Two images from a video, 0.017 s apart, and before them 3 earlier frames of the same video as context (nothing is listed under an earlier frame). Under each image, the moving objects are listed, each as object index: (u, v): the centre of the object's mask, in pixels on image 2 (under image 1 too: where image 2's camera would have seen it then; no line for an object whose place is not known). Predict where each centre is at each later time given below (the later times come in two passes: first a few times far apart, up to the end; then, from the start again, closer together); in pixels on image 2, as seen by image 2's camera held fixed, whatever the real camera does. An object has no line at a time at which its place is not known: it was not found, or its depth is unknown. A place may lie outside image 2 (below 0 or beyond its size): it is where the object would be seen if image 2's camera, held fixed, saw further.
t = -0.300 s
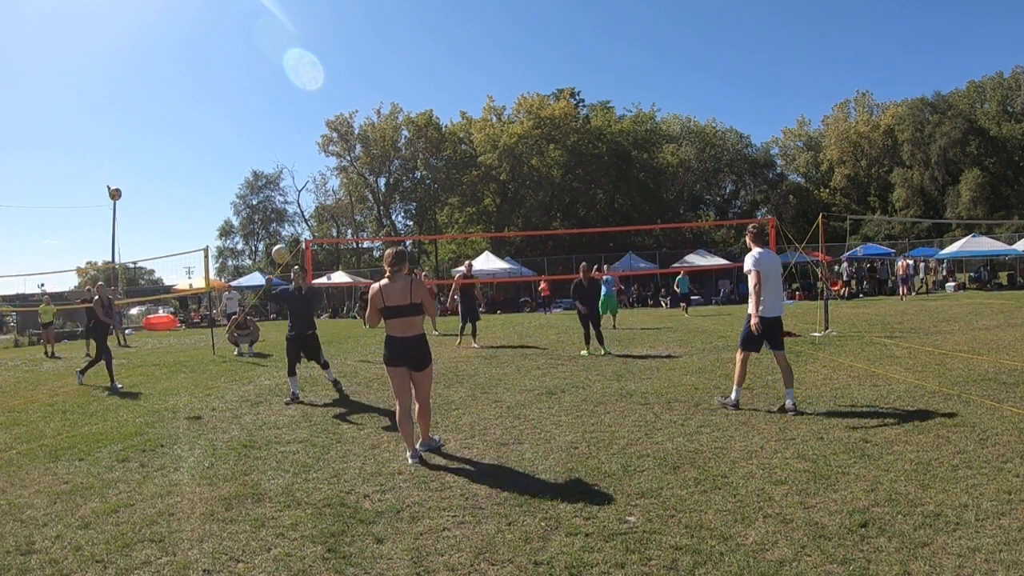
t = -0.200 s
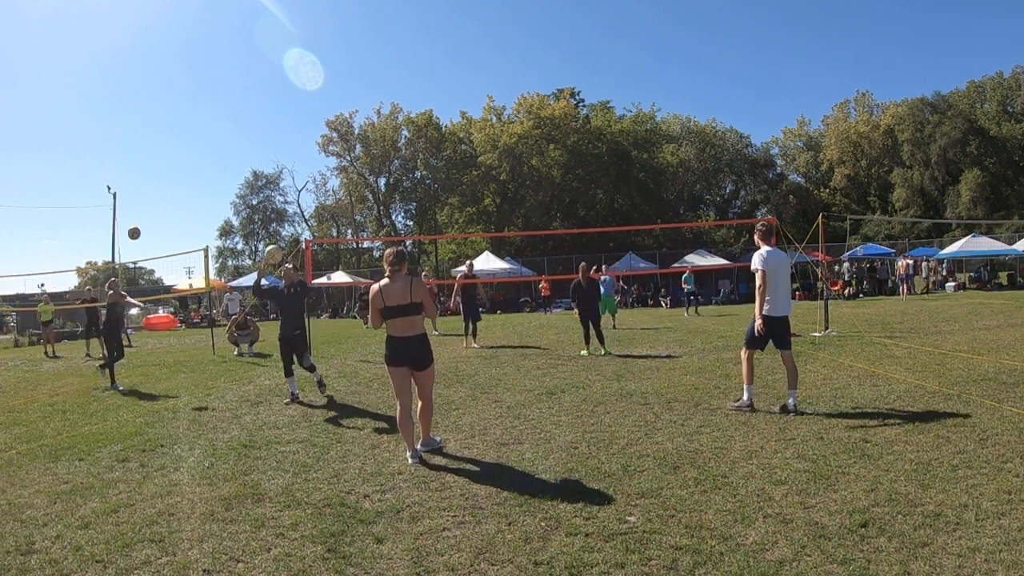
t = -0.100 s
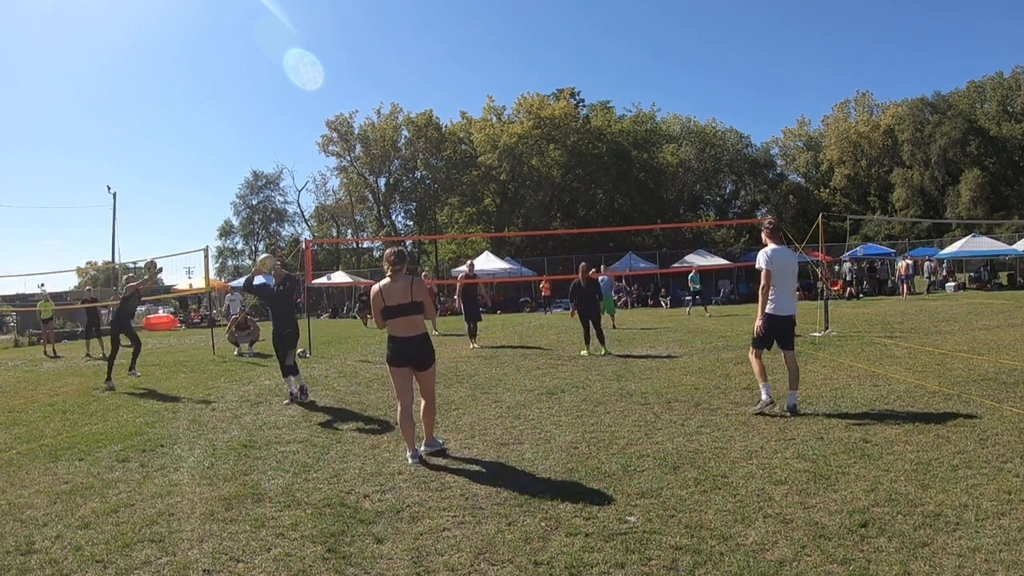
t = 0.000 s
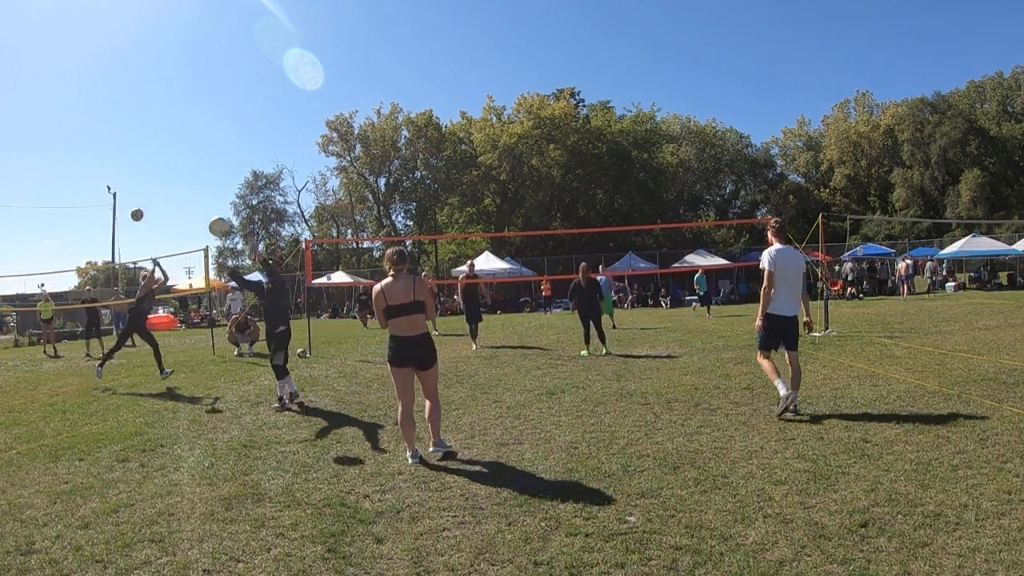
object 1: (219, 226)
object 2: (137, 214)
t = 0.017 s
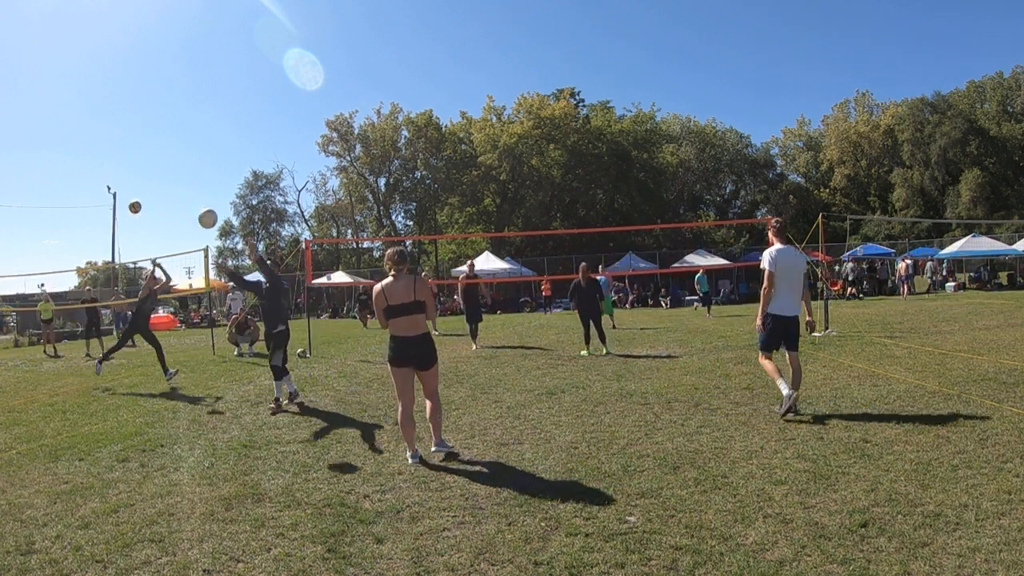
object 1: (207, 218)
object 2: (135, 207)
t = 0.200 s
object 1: (82, 140)
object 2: (115, 138)
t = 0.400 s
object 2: (95, 92)
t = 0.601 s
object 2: (77, 73)
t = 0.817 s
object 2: (57, 75)
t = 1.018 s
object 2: (38, 99)
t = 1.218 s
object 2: (19, 141)
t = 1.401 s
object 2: (5, 198)
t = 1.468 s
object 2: (2, 222)
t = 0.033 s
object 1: (197, 211)
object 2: (133, 199)
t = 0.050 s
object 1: (187, 203)
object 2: (131, 192)
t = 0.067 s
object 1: (176, 195)
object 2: (129, 185)
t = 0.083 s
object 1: (165, 188)
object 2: (127, 179)
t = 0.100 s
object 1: (154, 180)
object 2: (125, 172)
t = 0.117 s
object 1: (142, 173)
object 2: (123, 166)
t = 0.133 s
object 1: (131, 166)
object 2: (119, 159)
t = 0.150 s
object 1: (119, 159)
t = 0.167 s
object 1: (107, 152)
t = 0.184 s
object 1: (95, 146)
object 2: (116, 143)
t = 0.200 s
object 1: (82, 140)
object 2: (115, 138)
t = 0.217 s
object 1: (70, 133)
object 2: (113, 133)
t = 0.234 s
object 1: (57, 127)
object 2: (111, 128)
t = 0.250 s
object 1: (44, 121)
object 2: (109, 124)
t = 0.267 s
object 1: (31, 116)
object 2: (108, 119)
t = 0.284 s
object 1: (17, 111)
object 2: (106, 115)
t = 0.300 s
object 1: (7, 105)
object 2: (105, 112)
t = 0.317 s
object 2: (103, 108)
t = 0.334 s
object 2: (102, 104)
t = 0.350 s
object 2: (100, 101)
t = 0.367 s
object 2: (98, 98)
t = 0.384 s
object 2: (97, 95)
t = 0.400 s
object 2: (95, 92)
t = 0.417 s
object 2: (94, 90)
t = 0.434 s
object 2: (92, 87)
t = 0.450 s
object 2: (91, 85)
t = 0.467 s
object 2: (89, 83)
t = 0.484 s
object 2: (88, 81)
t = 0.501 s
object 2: (86, 80)
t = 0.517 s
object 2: (84, 78)
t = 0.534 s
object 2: (83, 77)
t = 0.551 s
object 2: (81, 75)
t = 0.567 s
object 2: (80, 74)
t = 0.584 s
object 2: (78, 74)
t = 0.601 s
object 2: (77, 73)
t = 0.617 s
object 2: (75, 72)
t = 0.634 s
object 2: (74, 71)
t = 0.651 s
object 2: (72, 71)
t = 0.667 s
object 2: (70, 71)
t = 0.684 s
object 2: (69, 71)
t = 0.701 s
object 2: (68, 71)
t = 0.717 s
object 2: (66, 71)
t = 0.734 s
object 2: (64, 71)
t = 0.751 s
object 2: (63, 72)
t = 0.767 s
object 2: (61, 73)
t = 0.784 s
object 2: (60, 73)
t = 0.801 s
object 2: (58, 74)
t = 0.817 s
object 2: (57, 75)
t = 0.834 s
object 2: (55, 77)
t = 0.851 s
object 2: (53, 78)
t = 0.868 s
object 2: (52, 79)
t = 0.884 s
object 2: (50, 81)
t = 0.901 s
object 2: (49, 83)
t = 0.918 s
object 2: (47, 84)
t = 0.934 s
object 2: (45, 87)
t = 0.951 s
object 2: (44, 89)
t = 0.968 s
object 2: (42, 91)
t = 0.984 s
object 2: (41, 94)
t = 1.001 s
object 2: (39, 96)
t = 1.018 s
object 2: (38, 99)
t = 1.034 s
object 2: (36, 101)
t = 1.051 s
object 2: (34, 104)
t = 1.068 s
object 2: (33, 108)
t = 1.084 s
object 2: (31, 111)
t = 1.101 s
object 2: (30, 114)
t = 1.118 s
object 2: (28, 117)
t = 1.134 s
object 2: (27, 121)
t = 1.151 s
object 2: (25, 125)
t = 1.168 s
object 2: (23, 129)
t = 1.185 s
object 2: (22, 133)
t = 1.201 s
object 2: (20, 137)
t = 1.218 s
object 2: (19, 141)
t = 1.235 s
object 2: (18, 146)
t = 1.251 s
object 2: (16, 150)
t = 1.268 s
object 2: (15, 155)
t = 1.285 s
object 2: (13, 160)
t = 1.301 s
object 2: (12, 165)
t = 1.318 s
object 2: (10, 170)
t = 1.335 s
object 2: (9, 175)
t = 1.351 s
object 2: (8, 181)
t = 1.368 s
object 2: (6, 186)
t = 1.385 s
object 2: (5, 192)
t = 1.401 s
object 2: (5, 198)
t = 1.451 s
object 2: (3, 216)
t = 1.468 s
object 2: (2, 222)
